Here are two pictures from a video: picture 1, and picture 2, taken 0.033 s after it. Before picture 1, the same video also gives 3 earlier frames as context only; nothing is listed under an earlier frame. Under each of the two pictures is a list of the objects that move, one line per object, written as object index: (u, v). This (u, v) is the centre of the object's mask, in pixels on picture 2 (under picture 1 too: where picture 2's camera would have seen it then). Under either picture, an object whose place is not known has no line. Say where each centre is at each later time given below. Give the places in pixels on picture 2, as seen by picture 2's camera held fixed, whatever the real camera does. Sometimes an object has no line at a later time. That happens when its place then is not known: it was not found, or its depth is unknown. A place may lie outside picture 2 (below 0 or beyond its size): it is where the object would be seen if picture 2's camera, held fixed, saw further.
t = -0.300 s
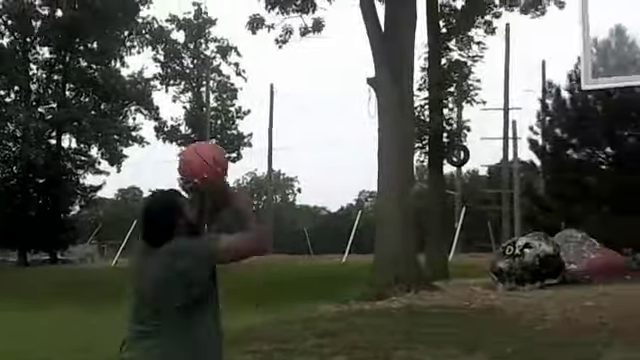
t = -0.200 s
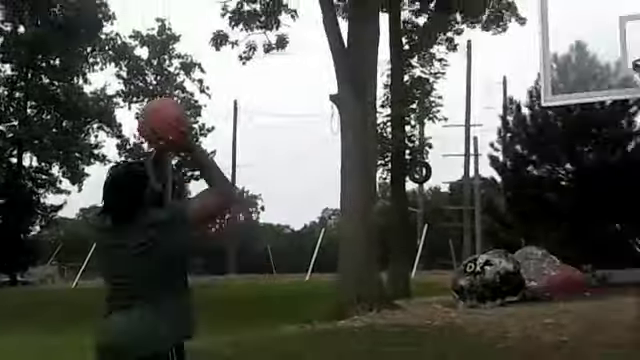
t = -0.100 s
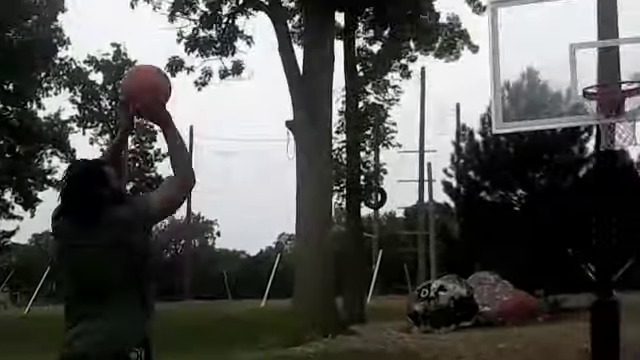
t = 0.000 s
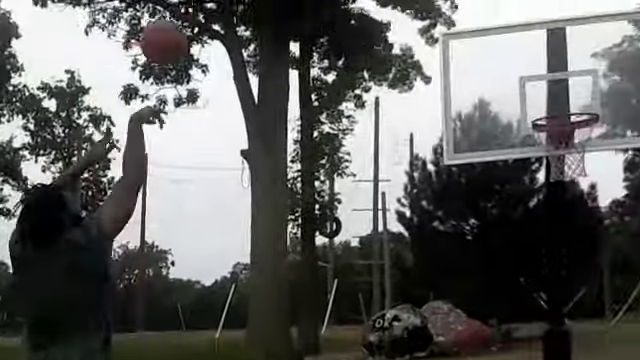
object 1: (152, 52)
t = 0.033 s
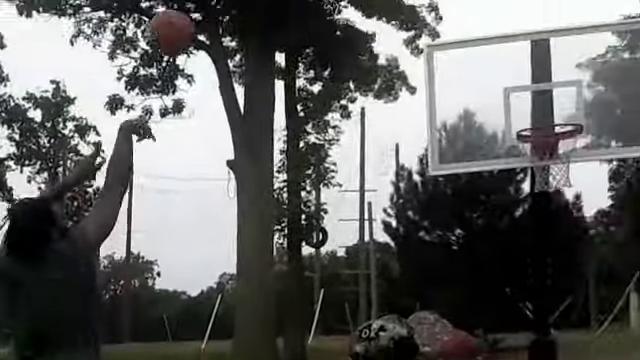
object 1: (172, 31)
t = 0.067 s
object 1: (193, 17)
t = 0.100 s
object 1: (213, 4)
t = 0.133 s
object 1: (233, -12)
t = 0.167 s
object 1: (252, -21)
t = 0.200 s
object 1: (270, -28)
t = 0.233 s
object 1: (286, -30)
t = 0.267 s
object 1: (302, -32)
